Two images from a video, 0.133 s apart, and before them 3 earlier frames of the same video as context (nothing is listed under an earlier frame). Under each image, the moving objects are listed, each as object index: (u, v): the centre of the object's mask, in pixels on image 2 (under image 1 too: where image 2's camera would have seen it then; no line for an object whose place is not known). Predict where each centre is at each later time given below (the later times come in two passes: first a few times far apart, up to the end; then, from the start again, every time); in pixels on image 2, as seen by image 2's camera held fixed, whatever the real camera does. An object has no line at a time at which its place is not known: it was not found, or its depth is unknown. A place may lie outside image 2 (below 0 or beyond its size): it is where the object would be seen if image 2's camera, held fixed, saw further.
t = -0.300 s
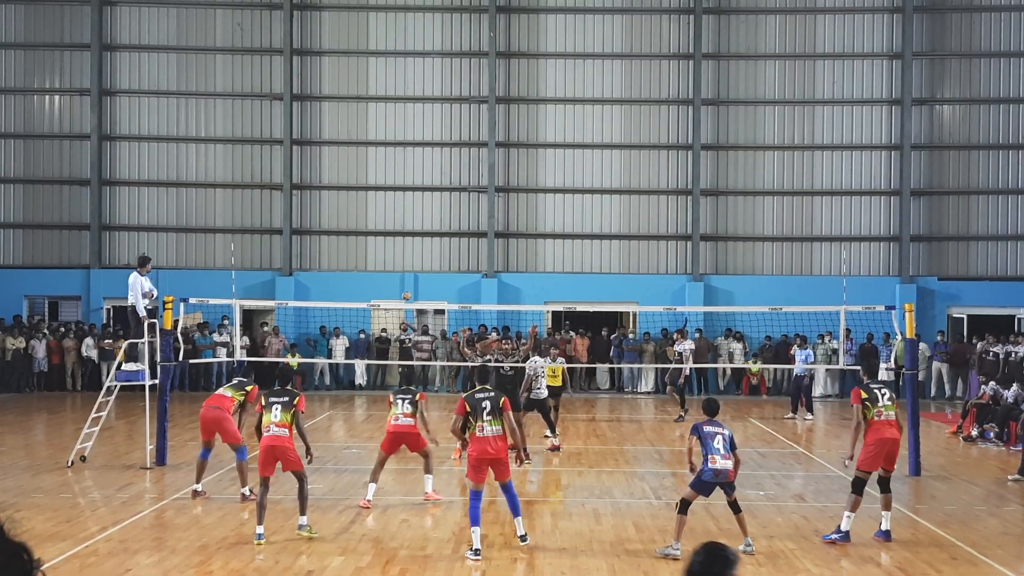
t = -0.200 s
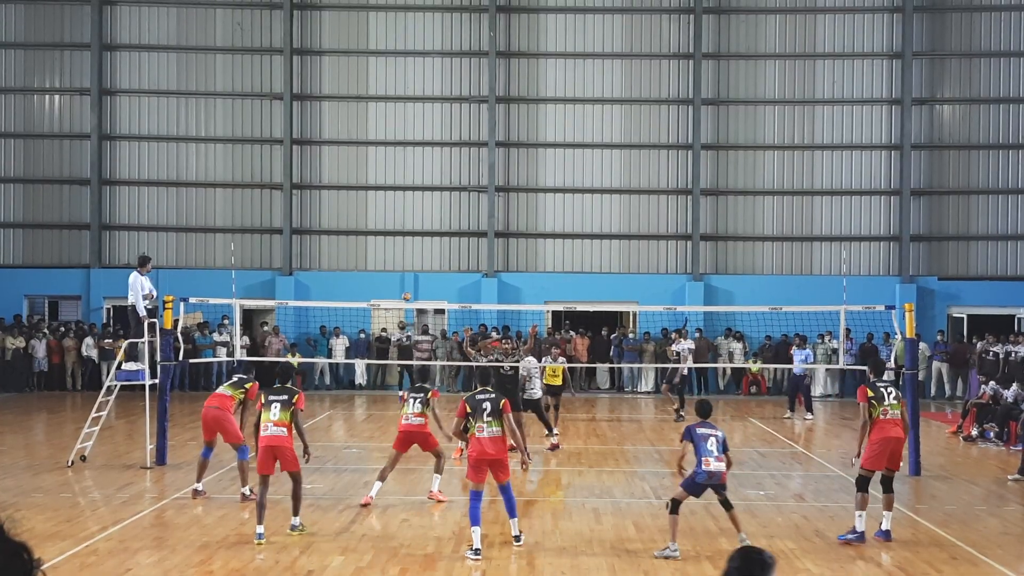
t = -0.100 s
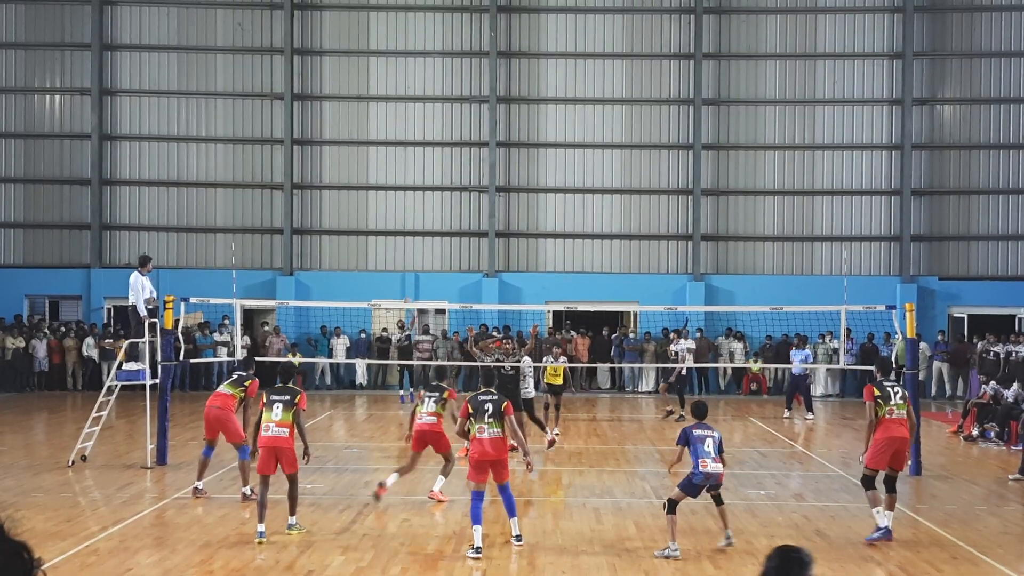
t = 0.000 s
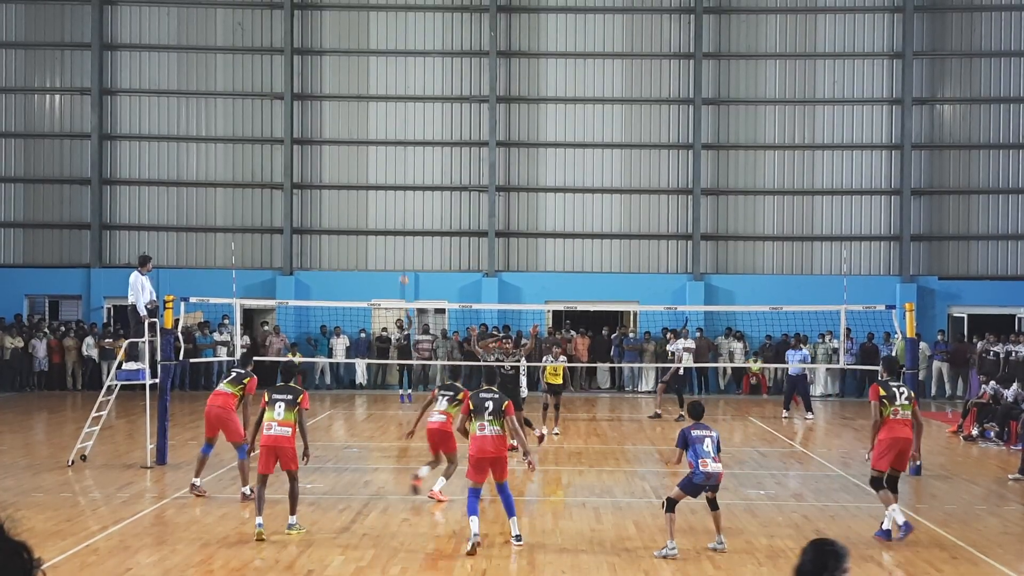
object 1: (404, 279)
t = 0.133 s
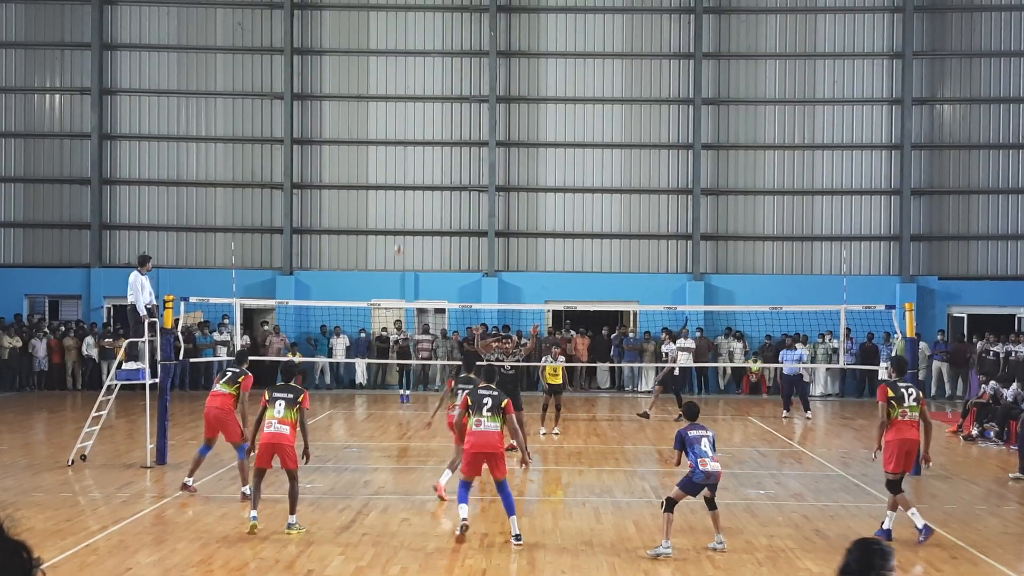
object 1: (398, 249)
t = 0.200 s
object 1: (395, 235)
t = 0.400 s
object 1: (385, 203)
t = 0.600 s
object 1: (372, 188)
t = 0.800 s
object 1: (357, 198)
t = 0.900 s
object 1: (348, 213)
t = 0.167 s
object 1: (397, 243)
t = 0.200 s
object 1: (395, 235)
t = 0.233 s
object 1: (394, 230)
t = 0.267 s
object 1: (391, 223)
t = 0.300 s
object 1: (390, 217)
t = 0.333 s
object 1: (388, 212)
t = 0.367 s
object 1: (387, 207)
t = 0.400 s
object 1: (385, 203)
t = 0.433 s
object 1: (383, 199)
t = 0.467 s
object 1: (381, 196)
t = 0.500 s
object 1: (378, 193)
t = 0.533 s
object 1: (377, 191)
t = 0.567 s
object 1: (374, 189)
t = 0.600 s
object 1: (372, 188)
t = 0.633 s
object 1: (370, 188)
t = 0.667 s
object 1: (368, 189)
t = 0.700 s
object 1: (365, 190)
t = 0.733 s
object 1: (363, 191)
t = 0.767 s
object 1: (360, 194)
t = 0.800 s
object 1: (357, 198)
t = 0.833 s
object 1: (354, 202)
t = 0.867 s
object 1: (351, 207)
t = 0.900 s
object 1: (348, 213)
